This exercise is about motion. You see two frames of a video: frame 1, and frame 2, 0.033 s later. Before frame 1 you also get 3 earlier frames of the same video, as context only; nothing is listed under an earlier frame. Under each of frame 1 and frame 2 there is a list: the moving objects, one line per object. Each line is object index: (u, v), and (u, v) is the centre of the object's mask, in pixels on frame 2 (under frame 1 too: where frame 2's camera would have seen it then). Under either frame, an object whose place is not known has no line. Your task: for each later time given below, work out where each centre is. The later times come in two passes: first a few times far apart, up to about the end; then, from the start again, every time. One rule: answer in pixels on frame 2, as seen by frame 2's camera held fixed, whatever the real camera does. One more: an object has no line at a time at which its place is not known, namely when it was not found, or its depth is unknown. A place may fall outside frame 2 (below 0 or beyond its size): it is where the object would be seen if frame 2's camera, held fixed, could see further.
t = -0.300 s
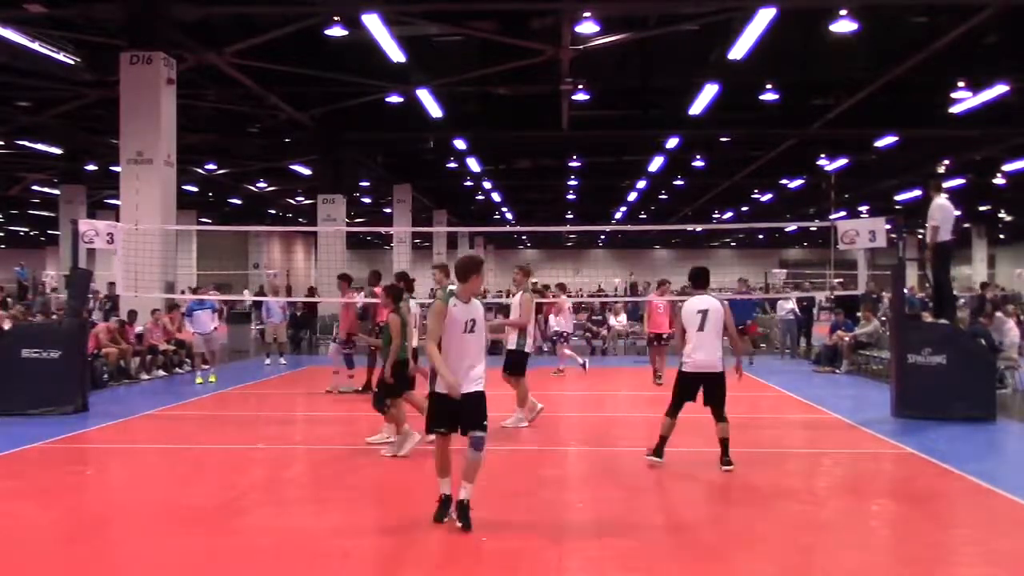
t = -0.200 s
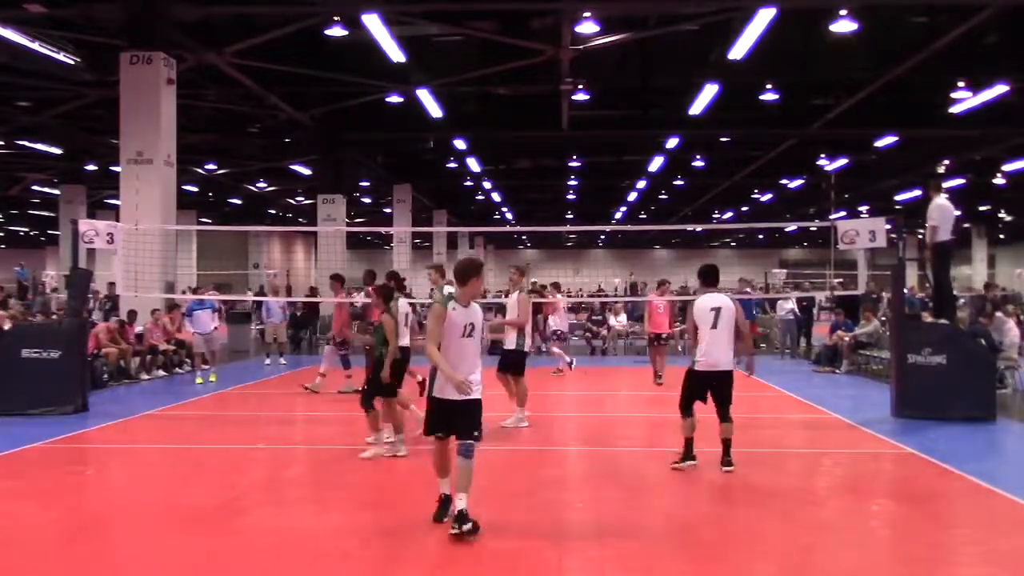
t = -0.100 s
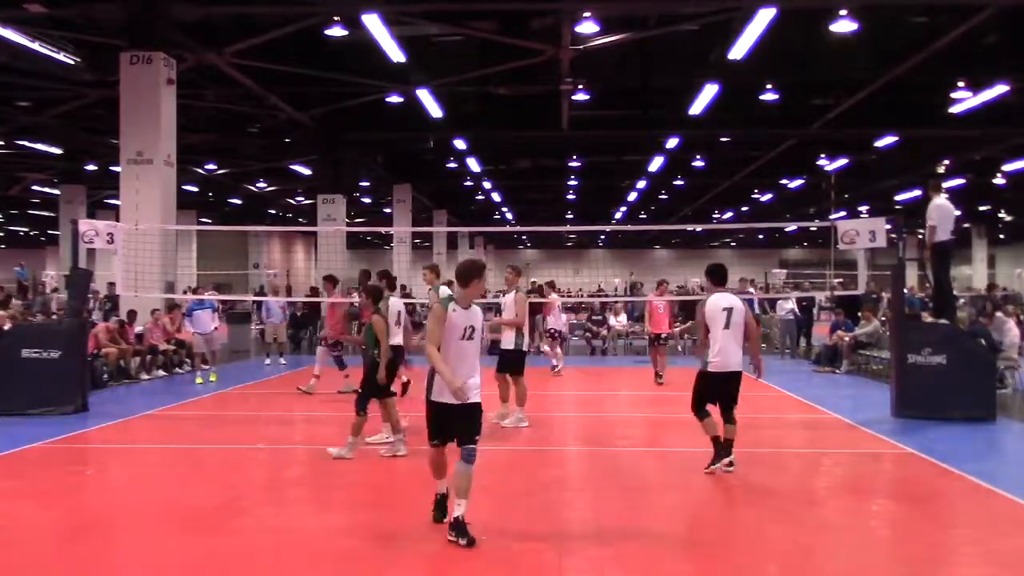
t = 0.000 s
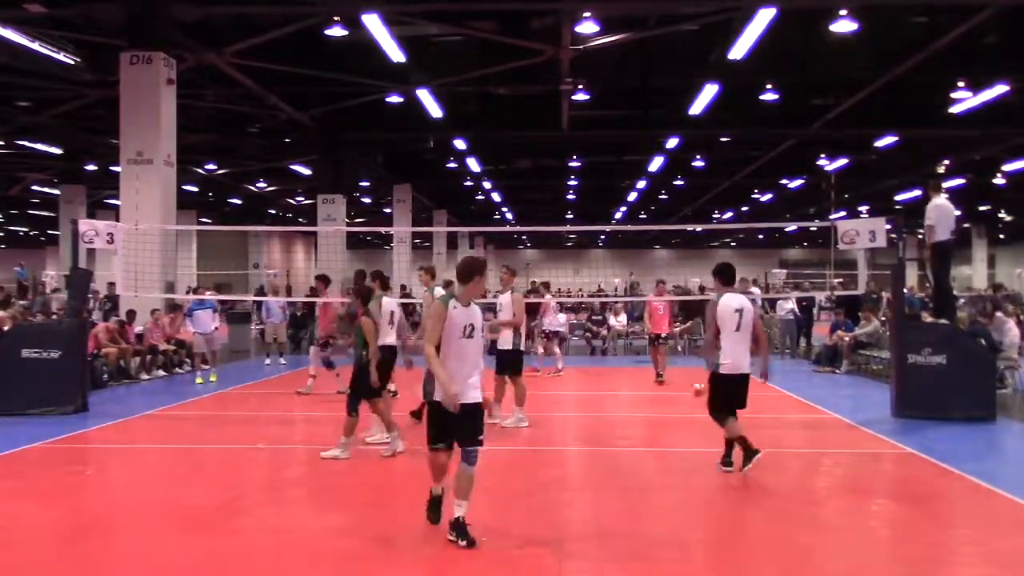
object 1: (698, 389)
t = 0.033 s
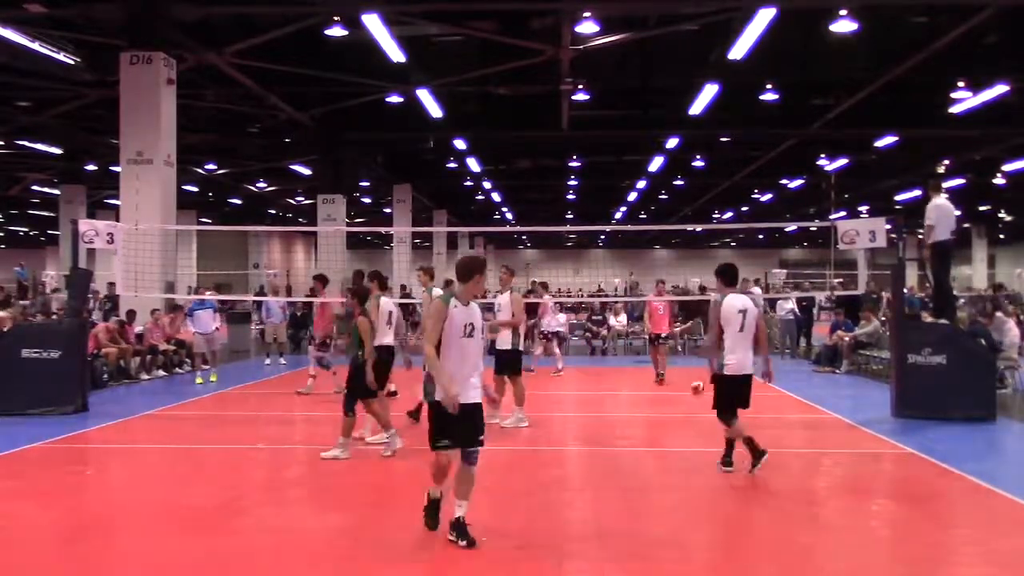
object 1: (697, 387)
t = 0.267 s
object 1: (685, 396)
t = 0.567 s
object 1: (668, 403)
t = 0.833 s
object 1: (647, 421)
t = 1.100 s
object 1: (624, 442)
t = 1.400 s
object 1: (592, 460)
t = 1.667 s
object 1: (556, 483)
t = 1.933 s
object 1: (509, 513)
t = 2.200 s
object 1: (449, 548)
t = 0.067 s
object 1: (695, 386)
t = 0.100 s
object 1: (694, 386)
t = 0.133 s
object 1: (692, 386)
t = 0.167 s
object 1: (691, 388)
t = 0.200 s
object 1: (689, 389)
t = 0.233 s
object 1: (687, 393)
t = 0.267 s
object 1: (685, 396)
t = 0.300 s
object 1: (684, 402)
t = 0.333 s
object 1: (682, 408)
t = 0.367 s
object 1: (680, 407)
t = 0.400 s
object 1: (678, 404)
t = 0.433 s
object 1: (677, 403)
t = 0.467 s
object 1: (673, 402)
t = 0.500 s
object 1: (672, 402)
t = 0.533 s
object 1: (671, 402)
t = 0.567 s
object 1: (668, 403)
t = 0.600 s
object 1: (666, 406)
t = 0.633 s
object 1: (663, 409)
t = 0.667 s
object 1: (661, 415)
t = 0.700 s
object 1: (658, 420)
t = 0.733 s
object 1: (655, 425)
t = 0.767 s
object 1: (653, 423)
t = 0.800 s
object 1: (650, 421)
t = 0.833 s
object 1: (647, 421)
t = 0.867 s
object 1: (645, 421)
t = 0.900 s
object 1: (642, 422)
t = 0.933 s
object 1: (639, 425)
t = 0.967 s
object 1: (636, 429)
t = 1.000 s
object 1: (633, 432)
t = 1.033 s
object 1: (630, 439)
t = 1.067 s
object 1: (628, 444)
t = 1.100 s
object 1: (624, 442)
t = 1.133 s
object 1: (622, 440)
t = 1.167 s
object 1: (619, 441)
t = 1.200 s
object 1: (615, 442)
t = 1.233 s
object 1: (612, 445)
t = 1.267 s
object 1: (607, 450)
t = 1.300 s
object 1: (604, 455)
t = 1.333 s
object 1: (600, 461)
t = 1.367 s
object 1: (596, 461)
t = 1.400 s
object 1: (592, 460)
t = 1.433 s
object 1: (588, 461)
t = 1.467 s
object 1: (584, 462)
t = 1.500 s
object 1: (579, 466)
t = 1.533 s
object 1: (574, 471)
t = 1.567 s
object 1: (571, 476)
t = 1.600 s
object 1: (566, 485)
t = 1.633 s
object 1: (561, 482)
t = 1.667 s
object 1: (556, 483)
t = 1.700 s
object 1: (550, 483)
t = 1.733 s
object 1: (545, 484)
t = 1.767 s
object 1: (540, 488)
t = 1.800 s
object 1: (533, 493)
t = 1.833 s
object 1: (527, 501)
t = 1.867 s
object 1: (522, 510)
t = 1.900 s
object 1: (515, 514)
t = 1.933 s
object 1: (509, 513)
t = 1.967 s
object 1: (501, 516)
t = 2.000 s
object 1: (494, 520)
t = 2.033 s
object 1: (489, 523)
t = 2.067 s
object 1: (480, 530)
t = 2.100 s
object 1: (473, 541)
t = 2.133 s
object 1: (465, 543)
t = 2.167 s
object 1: (457, 544)
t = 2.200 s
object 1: (449, 548)
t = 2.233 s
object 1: (440, 554)
